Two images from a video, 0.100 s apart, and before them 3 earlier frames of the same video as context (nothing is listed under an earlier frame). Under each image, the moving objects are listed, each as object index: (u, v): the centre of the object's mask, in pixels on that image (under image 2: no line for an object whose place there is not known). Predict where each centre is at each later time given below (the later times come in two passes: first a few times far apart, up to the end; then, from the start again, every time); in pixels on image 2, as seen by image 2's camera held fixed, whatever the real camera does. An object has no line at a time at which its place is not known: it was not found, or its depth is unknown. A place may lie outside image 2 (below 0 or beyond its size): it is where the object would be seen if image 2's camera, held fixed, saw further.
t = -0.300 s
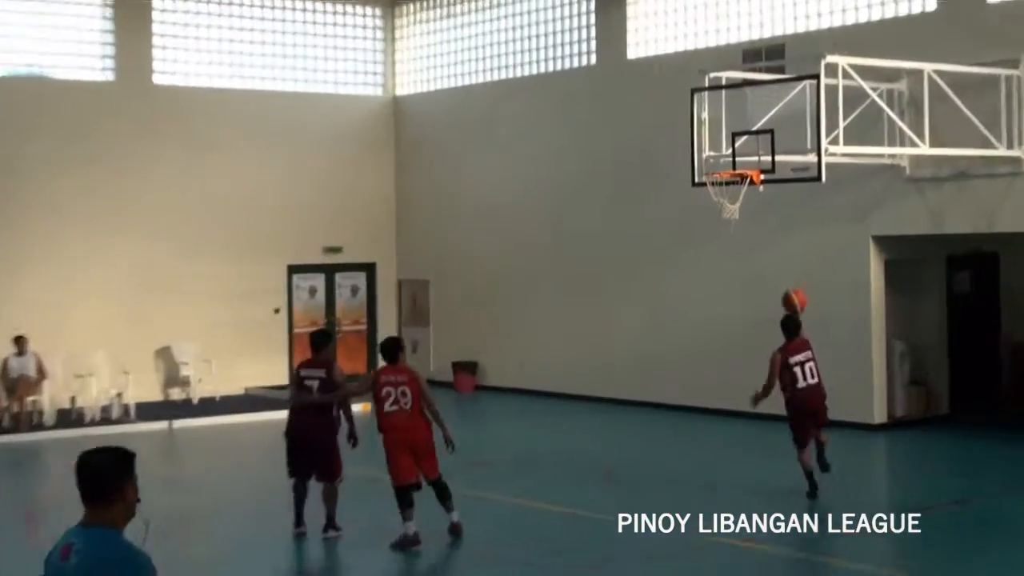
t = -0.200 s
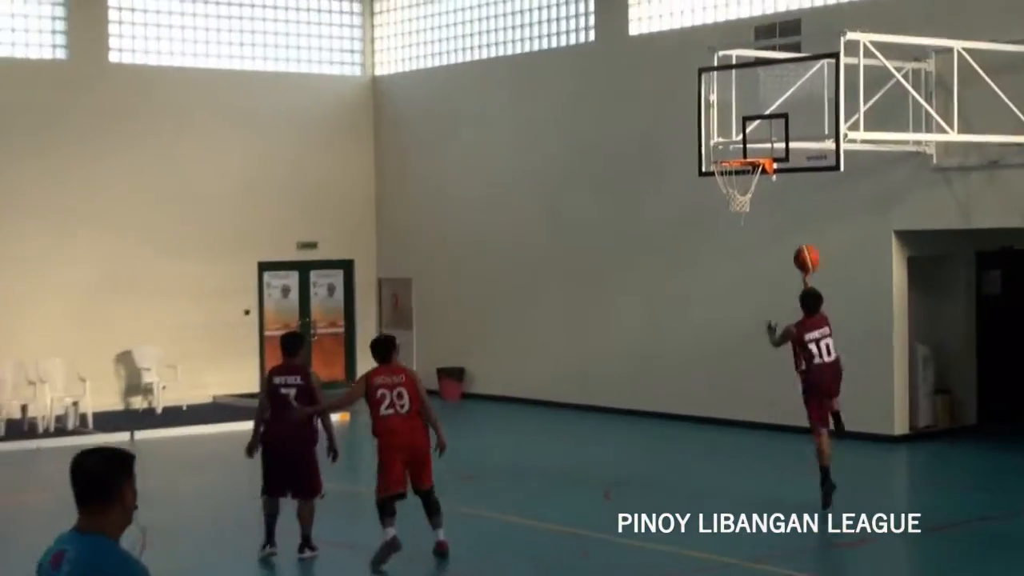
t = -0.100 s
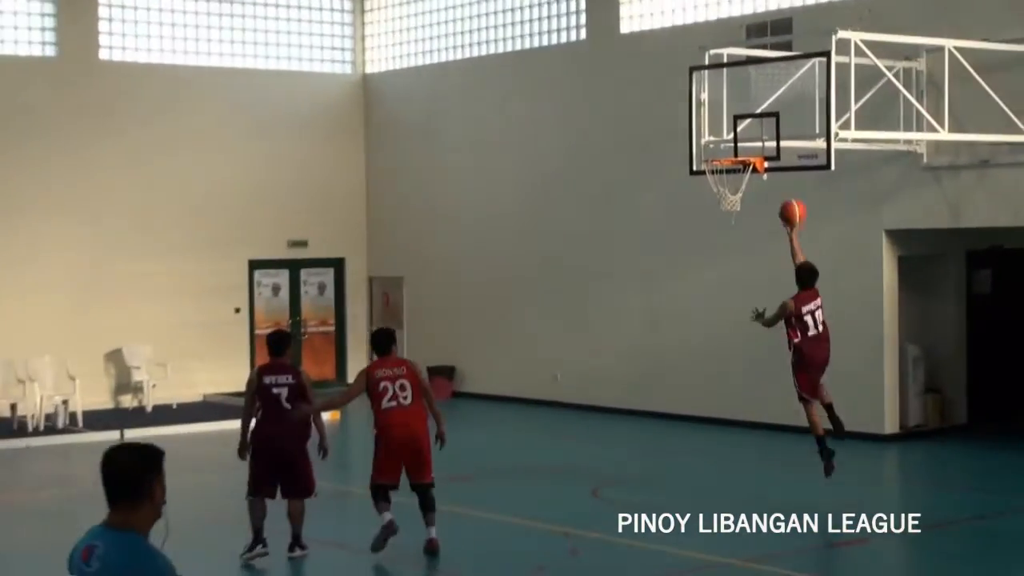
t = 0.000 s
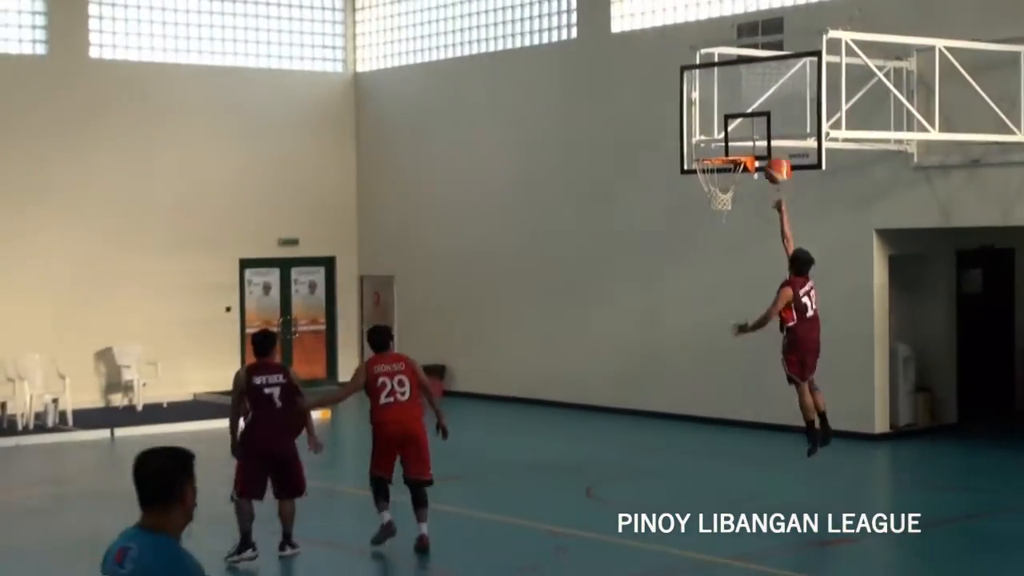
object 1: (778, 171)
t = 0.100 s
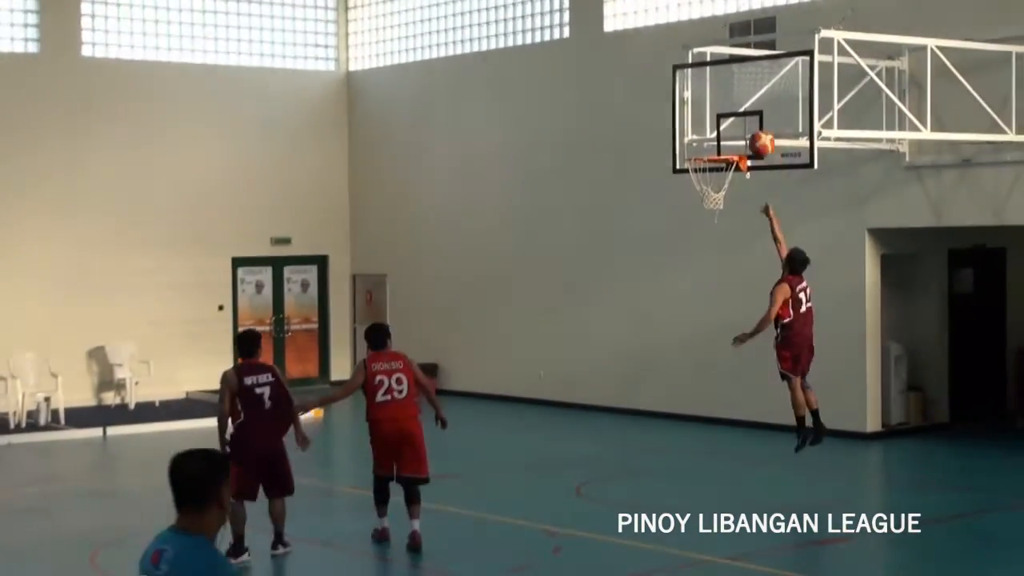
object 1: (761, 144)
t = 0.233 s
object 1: (746, 131)
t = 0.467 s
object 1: (723, 143)
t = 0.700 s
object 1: (707, 170)
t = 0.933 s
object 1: (701, 207)
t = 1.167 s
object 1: (706, 275)
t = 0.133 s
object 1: (757, 139)
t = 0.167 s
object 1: (754, 135)
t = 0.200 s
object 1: (750, 133)
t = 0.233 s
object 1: (746, 131)
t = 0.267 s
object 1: (742, 131)
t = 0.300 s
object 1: (739, 132)
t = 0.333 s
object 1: (735, 134)
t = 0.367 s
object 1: (731, 137)
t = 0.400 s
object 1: (729, 142)
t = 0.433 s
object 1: (726, 143)
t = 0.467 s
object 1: (723, 143)
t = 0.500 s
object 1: (721, 143)
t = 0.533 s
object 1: (719, 144)
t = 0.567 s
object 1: (717, 146)
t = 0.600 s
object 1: (714, 151)
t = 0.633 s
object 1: (712, 154)
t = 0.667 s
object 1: (710, 162)
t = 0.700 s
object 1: (707, 170)
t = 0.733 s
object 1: (707, 175)
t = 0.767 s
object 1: (705, 181)
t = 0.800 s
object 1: (705, 186)
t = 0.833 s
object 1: (704, 190)
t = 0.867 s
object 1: (704, 194)
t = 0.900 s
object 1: (700, 201)
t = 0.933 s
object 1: (701, 207)
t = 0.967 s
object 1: (703, 213)
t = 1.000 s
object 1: (704, 219)
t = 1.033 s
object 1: (704, 227)
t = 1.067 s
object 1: (706, 237)
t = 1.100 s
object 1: (705, 248)
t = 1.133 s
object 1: (705, 261)
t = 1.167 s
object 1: (706, 275)
